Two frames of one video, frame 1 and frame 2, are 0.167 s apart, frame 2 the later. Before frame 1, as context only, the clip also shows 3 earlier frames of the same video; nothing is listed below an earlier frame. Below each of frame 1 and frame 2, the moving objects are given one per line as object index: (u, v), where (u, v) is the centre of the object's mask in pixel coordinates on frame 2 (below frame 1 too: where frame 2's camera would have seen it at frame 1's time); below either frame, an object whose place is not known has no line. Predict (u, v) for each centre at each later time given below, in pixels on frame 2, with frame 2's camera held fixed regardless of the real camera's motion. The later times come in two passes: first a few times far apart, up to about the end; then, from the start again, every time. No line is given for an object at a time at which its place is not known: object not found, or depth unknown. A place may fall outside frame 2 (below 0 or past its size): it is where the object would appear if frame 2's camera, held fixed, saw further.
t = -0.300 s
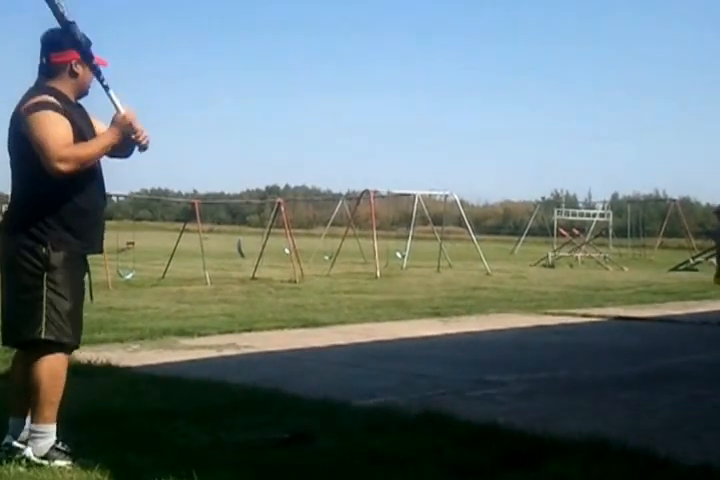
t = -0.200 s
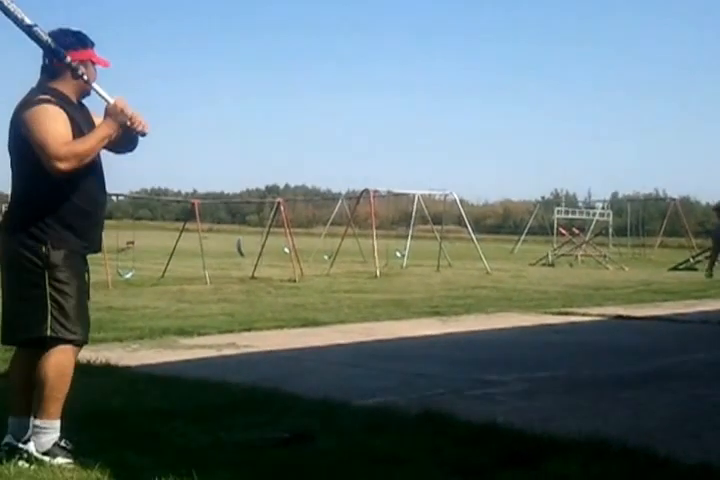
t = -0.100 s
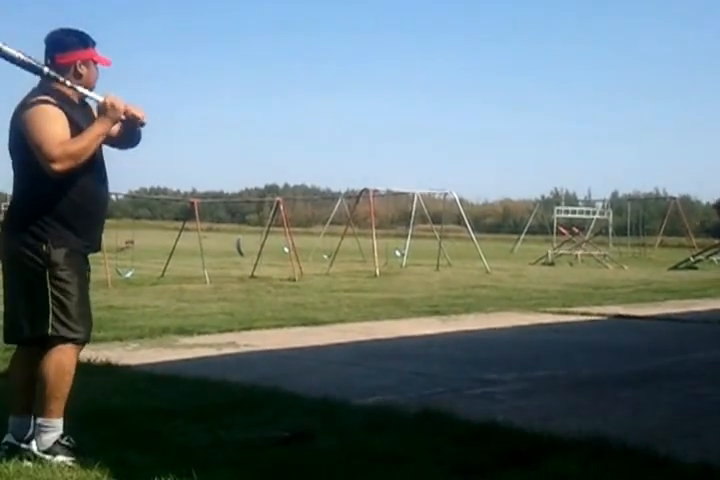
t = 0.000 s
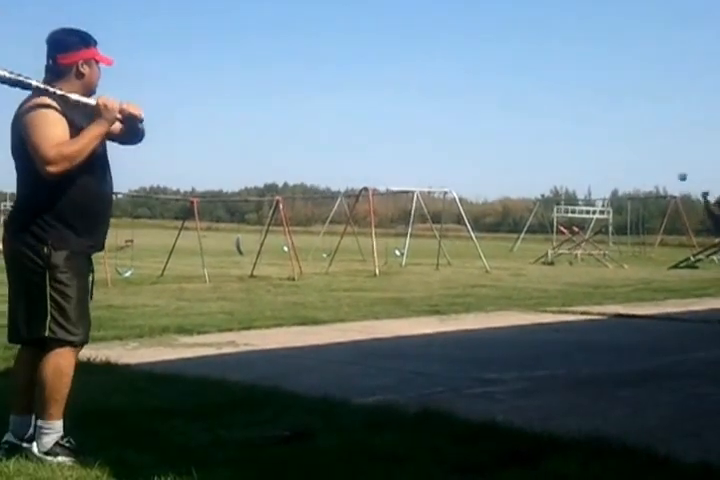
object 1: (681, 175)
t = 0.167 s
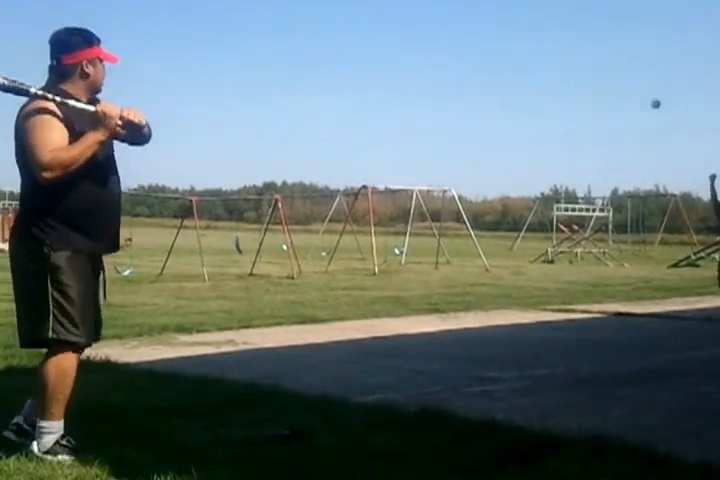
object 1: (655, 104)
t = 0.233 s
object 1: (643, 78)
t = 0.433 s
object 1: (599, 22)
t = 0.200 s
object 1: (649, 91)
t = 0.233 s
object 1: (643, 78)
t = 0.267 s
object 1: (637, 67)
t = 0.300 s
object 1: (629, 58)
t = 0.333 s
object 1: (623, 46)
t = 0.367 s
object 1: (616, 38)
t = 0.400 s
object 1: (608, 30)
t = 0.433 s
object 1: (599, 22)
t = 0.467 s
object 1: (590, 15)
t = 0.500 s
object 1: (580, 11)
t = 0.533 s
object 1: (571, 9)
